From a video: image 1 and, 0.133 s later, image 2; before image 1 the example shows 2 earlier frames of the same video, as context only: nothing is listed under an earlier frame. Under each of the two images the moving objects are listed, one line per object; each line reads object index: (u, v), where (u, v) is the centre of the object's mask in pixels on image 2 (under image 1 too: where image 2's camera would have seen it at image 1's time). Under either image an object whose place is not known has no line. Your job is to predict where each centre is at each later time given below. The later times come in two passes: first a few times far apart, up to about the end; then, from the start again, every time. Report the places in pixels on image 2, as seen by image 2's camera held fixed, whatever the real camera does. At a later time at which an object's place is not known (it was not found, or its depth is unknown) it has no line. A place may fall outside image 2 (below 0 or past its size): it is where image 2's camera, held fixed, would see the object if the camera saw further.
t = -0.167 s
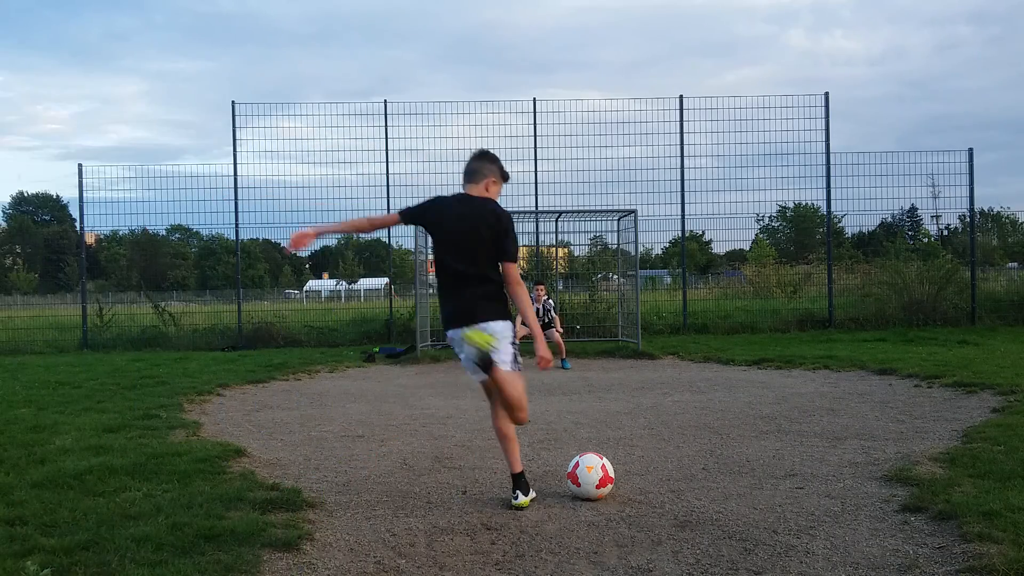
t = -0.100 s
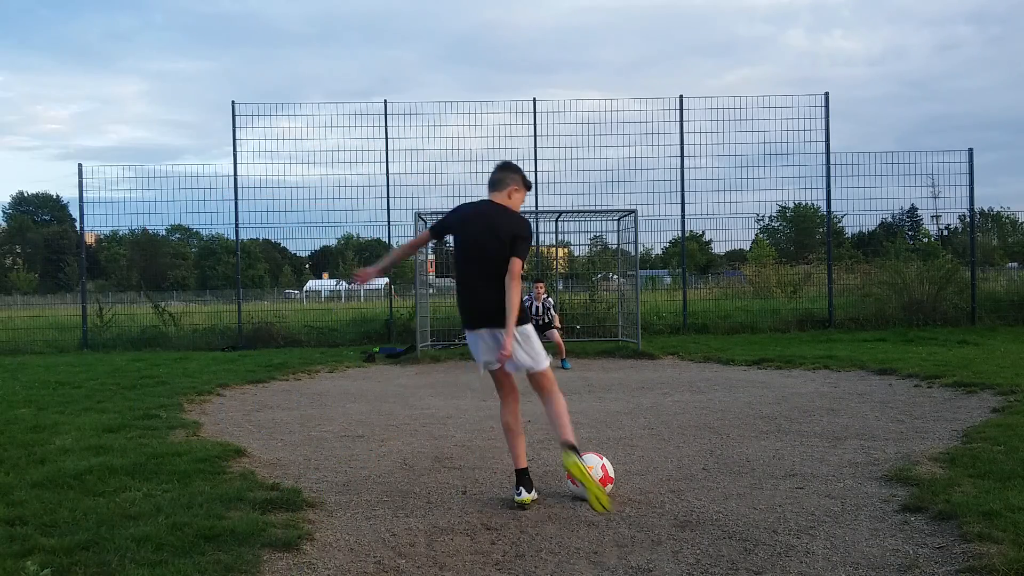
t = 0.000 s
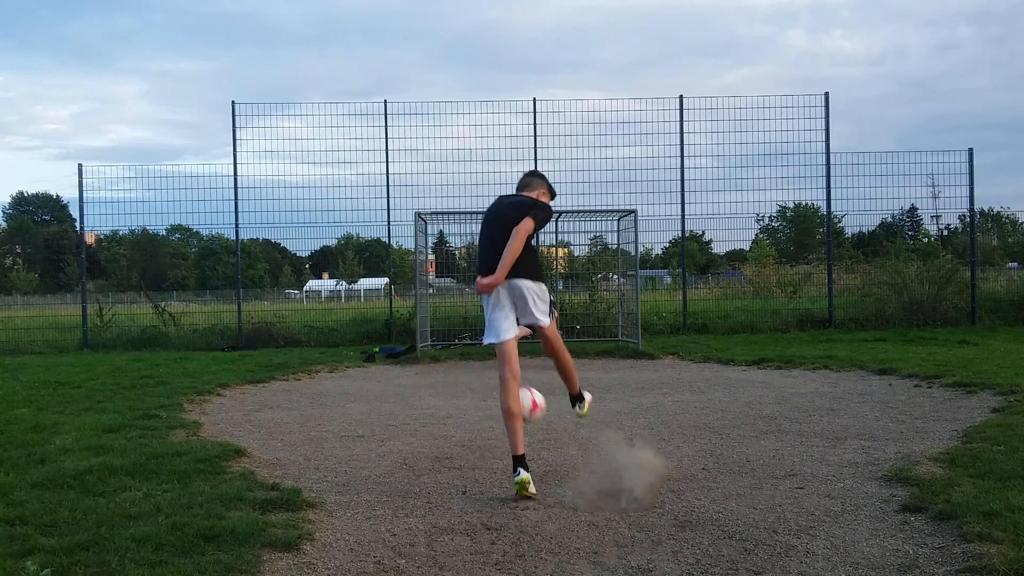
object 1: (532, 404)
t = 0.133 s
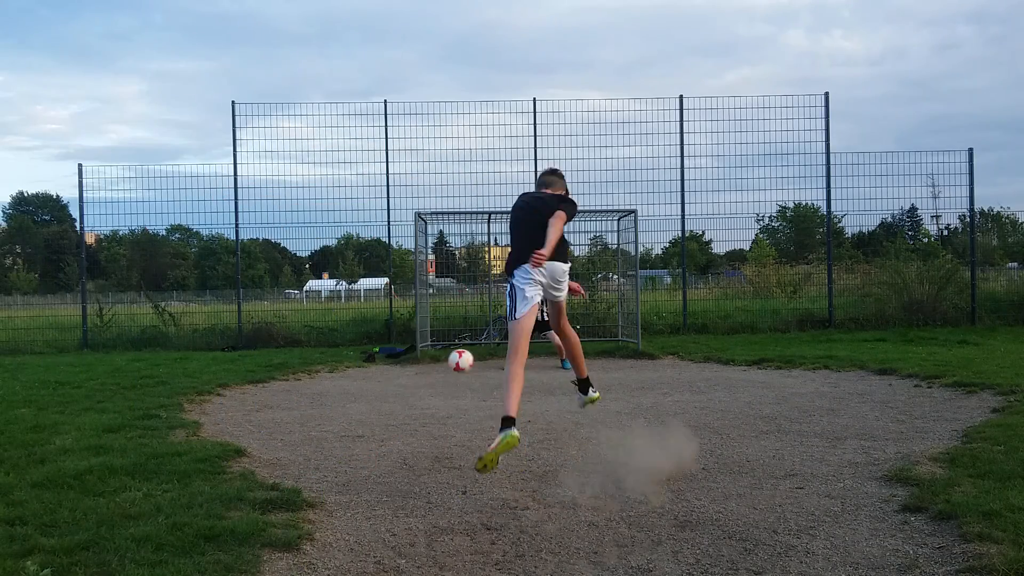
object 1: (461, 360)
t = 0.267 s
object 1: (420, 361)
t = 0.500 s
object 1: (379, 329)
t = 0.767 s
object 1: (360, 309)
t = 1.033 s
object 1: (354, 302)
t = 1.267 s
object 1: (348, 338)
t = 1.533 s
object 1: (346, 348)
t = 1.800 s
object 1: (349, 346)
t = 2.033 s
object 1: (353, 395)
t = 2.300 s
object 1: (362, 377)
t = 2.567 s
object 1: (375, 411)
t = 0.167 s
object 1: (449, 358)
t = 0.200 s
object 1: (439, 358)
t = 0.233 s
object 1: (429, 359)
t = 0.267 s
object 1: (420, 361)
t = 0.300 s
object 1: (412, 365)
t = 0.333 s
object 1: (405, 360)
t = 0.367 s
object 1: (400, 351)
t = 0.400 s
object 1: (394, 343)
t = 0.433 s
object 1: (389, 337)
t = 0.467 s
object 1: (384, 333)
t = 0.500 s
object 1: (379, 329)
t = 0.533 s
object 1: (374, 327)
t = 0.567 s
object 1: (370, 326)
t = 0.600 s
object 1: (366, 326)
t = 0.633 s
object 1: (363, 326)
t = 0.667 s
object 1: (362, 321)
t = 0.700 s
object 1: (361, 316)
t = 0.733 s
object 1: (360, 312)
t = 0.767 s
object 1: (360, 309)
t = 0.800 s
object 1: (359, 306)
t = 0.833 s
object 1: (358, 304)
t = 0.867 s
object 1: (357, 301)
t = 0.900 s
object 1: (357, 300)
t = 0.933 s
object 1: (356, 300)
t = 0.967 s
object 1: (356, 300)
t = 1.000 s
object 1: (355, 300)
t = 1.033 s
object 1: (354, 302)
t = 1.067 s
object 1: (354, 304)
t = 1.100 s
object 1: (353, 307)
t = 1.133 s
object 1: (352, 311)
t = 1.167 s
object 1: (351, 316)
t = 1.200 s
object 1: (350, 323)
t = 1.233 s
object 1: (349, 330)
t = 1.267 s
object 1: (348, 338)
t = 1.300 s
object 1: (348, 348)
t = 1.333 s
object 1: (347, 358)
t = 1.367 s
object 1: (346, 371)
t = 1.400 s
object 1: (345, 373)
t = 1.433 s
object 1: (346, 365)
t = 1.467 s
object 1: (346, 359)
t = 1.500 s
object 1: (346, 353)
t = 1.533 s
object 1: (346, 348)
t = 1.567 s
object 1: (346, 344)
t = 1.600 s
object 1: (347, 341)
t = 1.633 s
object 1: (347, 340)
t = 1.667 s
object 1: (347, 339)
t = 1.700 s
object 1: (348, 339)
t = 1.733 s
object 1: (348, 340)
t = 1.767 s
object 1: (349, 342)
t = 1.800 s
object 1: (349, 346)
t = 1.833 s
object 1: (350, 351)
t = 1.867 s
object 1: (350, 358)
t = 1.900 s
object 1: (351, 366)
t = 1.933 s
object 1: (351, 376)
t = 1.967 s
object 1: (352, 387)
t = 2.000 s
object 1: (352, 400)
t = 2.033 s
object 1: (353, 395)
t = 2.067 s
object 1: (355, 389)
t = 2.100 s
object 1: (356, 383)
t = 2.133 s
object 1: (356, 379)
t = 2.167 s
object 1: (357, 377)
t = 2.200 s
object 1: (358, 375)
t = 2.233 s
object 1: (360, 374)
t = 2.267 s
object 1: (361, 375)
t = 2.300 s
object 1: (362, 377)
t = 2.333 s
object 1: (363, 382)
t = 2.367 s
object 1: (365, 388)
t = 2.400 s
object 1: (366, 396)
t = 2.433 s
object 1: (368, 405)
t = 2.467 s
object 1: (370, 416)
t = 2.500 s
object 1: (372, 421)
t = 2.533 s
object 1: (373, 416)
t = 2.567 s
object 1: (375, 411)
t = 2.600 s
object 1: (377, 410)
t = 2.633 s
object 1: (378, 408)
